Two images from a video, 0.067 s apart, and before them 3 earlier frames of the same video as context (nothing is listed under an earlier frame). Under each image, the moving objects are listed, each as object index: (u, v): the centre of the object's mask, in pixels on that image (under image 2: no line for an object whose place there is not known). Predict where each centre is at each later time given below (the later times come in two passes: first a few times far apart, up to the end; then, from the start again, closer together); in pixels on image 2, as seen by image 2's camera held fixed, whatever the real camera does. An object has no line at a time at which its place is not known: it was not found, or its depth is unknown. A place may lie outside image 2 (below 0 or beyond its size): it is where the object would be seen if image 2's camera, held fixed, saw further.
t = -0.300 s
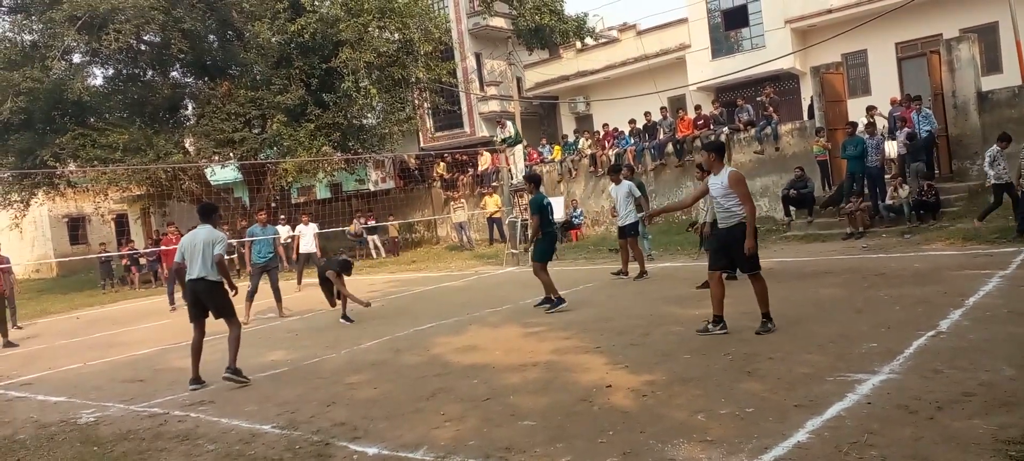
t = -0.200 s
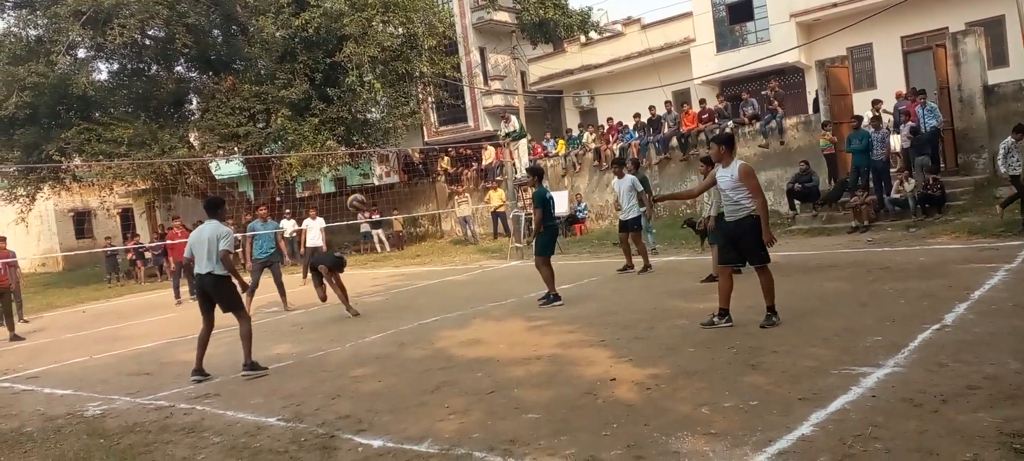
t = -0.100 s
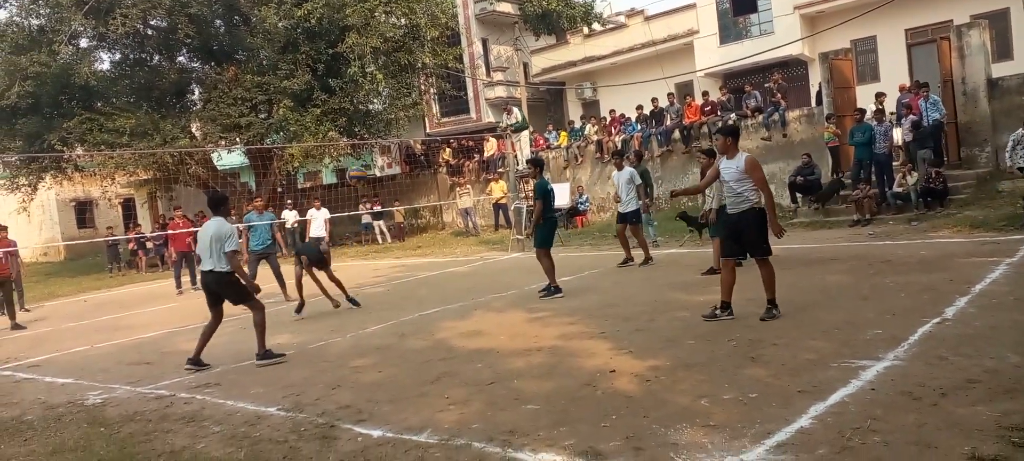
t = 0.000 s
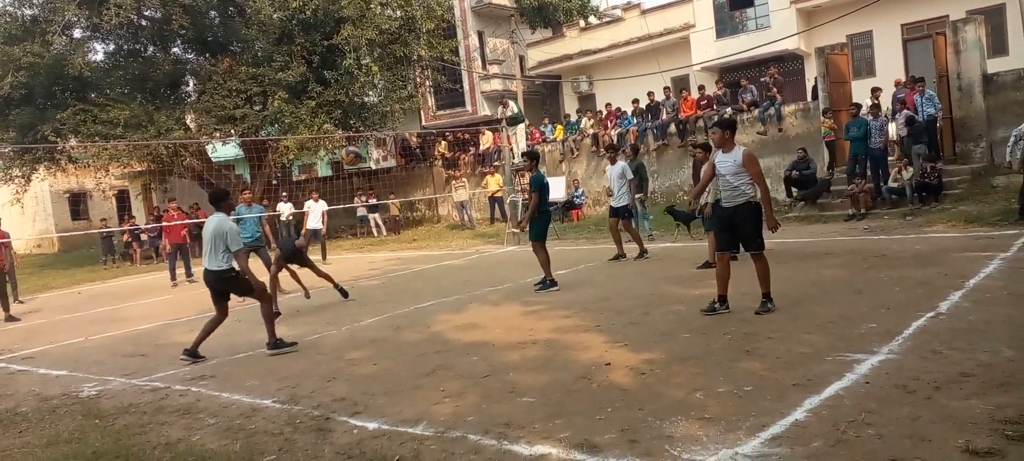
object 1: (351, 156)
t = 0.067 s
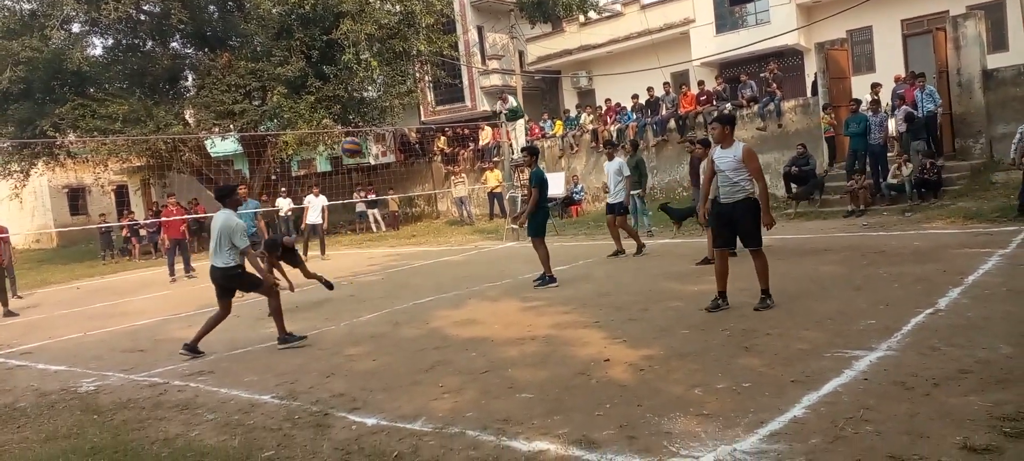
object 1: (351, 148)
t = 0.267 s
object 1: (360, 162)
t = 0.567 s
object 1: (392, 285)
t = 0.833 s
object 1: (419, 310)
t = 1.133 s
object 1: (439, 234)
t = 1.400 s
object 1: (482, 308)
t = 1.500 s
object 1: (502, 373)
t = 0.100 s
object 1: (352, 147)
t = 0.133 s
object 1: (353, 148)
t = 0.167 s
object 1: (354, 149)
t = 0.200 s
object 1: (356, 152)
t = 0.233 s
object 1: (358, 156)
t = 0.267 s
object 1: (360, 162)
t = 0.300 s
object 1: (361, 167)
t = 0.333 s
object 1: (363, 175)
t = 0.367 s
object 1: (367, 185)
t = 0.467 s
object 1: (378, 225)
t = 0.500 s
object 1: (382, 243)
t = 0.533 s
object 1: (386, 263)
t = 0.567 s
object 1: (392, 285)
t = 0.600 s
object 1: (397, 309)
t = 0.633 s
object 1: (402, 336)
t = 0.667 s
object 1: (409, 365)
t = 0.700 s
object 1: (414, 380)
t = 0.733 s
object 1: (415, 361)
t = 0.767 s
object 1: (416, 342)
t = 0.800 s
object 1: (417, 326)
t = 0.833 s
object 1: (419, 310)
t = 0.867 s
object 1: (420, 296)
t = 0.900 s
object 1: (421, 282)
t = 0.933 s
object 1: (423, 271)
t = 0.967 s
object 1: (425, 261)
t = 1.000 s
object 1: (427, 252)
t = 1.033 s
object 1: (430, 245)
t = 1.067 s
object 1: (432, 239)
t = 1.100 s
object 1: (435, 236)
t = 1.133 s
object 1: (439, 234)
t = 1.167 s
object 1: (443, 235)
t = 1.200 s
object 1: (451, 241)
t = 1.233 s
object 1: (455, 247)
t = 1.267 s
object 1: (460, 255)
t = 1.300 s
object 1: (465, 265)
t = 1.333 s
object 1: (471, 277)
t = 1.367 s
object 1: (476, 291)
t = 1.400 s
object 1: (482, 308)
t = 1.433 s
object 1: (488, 327)
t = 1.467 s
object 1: (495, 348)
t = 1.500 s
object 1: (502, 373)
